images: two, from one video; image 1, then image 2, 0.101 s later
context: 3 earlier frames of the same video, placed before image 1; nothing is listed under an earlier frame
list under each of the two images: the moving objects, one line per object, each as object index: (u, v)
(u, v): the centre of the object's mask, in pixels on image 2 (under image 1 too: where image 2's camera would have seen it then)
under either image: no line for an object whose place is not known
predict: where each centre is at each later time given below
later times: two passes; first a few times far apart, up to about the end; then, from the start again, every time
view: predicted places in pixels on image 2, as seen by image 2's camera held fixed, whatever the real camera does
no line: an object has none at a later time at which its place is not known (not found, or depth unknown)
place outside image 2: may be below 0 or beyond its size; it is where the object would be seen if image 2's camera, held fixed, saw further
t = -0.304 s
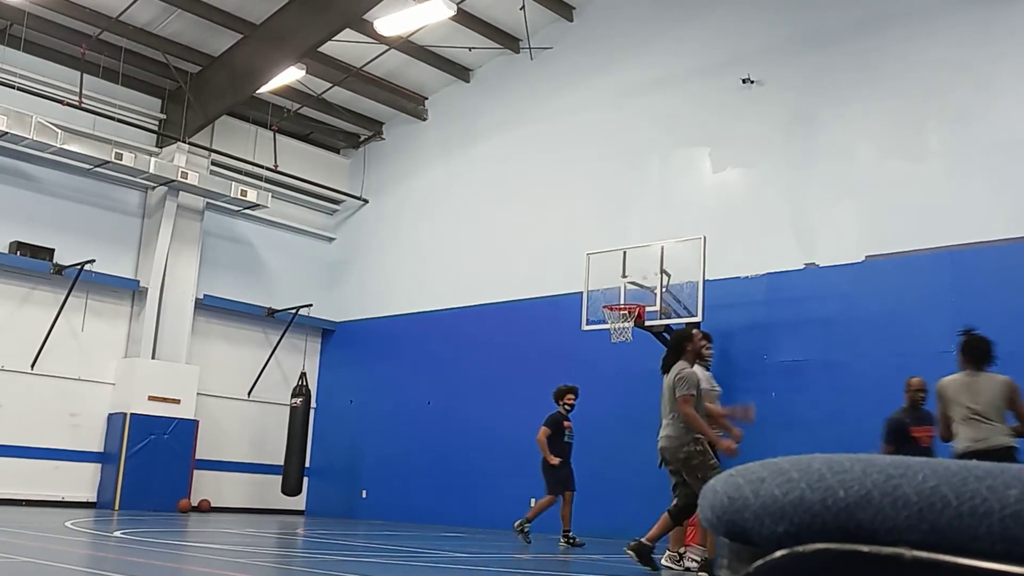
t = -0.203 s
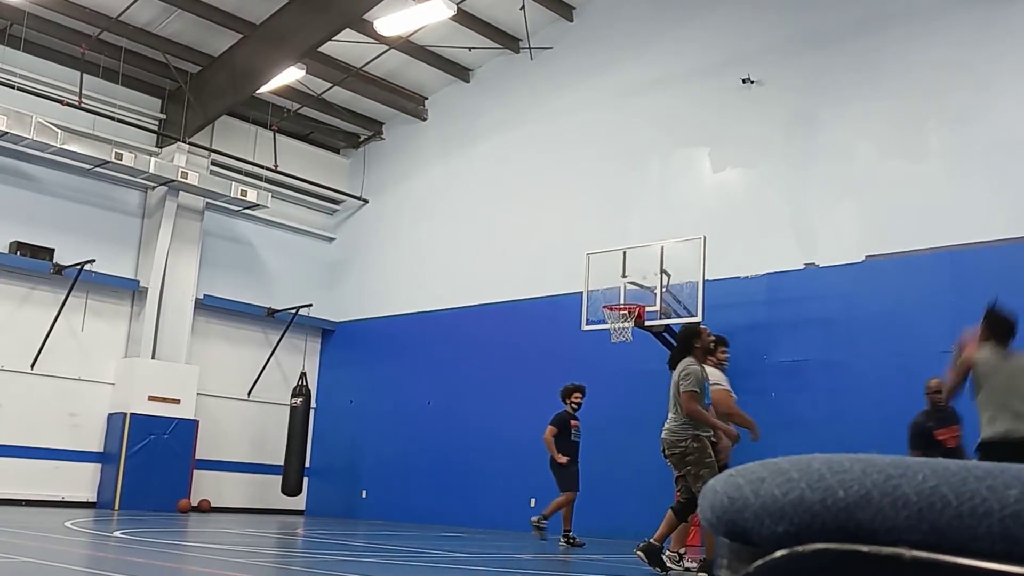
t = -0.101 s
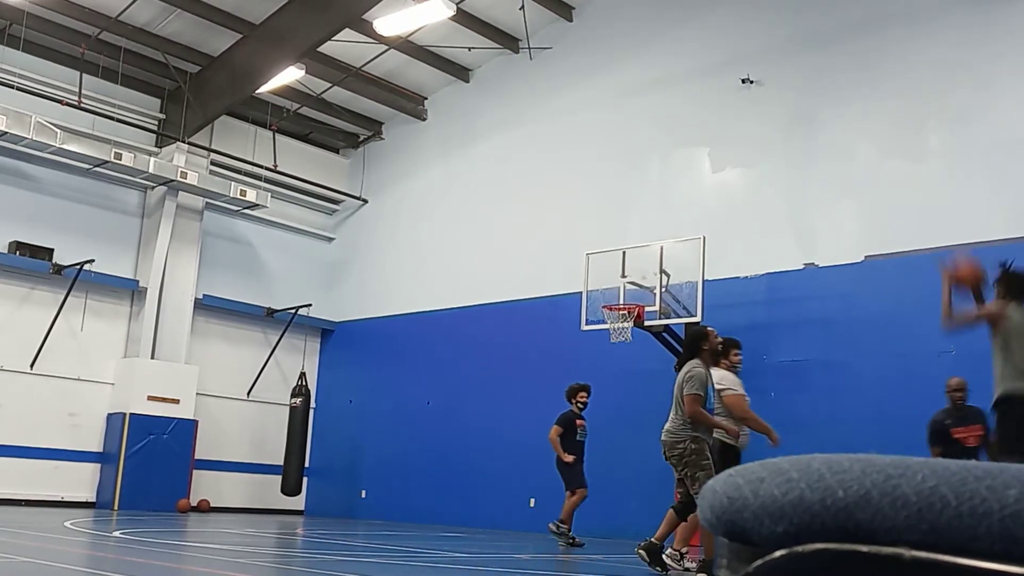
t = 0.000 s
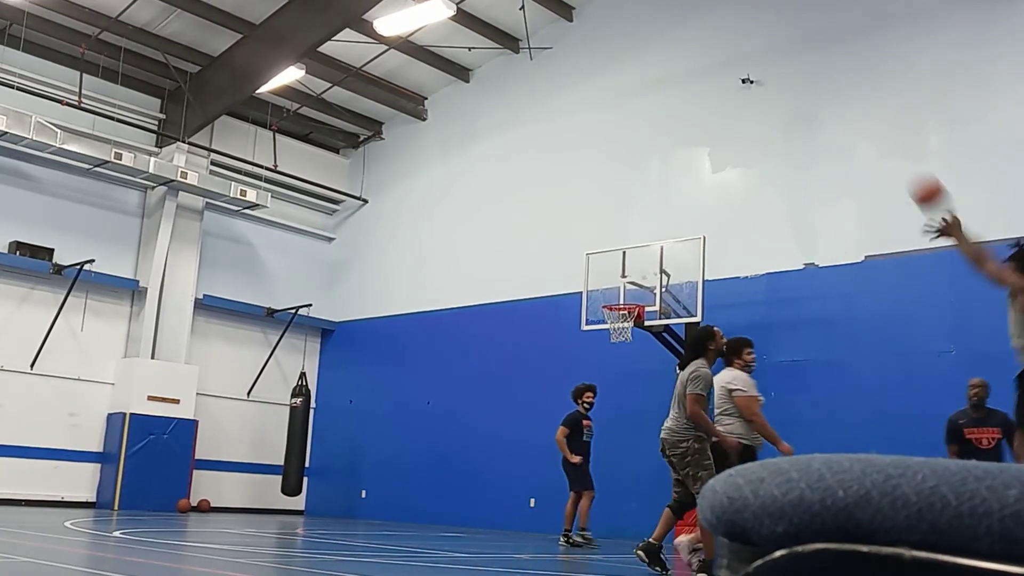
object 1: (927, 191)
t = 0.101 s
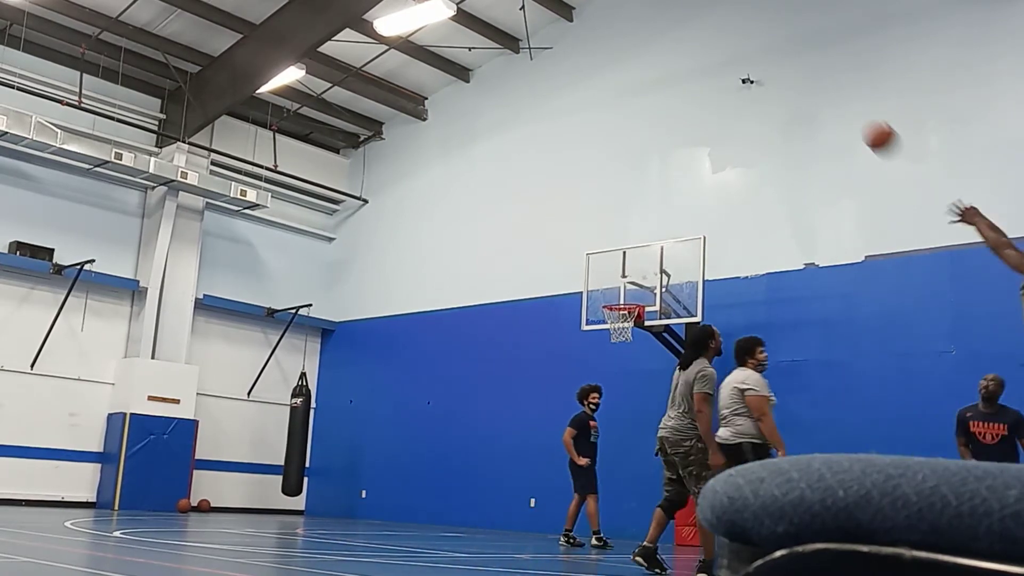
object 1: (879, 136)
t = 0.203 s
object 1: (838, 100)
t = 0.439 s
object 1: (763, 69)
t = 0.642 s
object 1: (712, 86)
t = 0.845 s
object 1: (668, 132)
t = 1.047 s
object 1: (630, 202)
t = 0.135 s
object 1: (864, 122)
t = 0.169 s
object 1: (851, 110)
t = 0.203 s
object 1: (838, 100)
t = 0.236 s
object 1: (826, 91)
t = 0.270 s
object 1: (814, 84)
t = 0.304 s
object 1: (803, 79)
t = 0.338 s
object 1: (792, 75)
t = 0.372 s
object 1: (782, 72)
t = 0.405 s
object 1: (772, 70)
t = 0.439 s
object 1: (763, 69)
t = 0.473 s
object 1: (753, 70)
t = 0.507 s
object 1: (745, 71)
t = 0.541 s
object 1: (737, 74)
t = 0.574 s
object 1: (728, 77)
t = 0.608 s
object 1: (720, 81)
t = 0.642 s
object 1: (712, 86)
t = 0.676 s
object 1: (704, 92)
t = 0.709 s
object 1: (696, 99)
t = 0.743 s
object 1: (689, 106)
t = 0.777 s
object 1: (682, 114)
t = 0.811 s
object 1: (675, 122)
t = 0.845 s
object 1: (668, 132)
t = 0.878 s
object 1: (662, 141)
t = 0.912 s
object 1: (654, 153)
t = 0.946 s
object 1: (648, 164)
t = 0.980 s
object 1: (641, 177)
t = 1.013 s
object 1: (635, 189)
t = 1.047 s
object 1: (630, 202)
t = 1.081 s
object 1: (624, 215)
